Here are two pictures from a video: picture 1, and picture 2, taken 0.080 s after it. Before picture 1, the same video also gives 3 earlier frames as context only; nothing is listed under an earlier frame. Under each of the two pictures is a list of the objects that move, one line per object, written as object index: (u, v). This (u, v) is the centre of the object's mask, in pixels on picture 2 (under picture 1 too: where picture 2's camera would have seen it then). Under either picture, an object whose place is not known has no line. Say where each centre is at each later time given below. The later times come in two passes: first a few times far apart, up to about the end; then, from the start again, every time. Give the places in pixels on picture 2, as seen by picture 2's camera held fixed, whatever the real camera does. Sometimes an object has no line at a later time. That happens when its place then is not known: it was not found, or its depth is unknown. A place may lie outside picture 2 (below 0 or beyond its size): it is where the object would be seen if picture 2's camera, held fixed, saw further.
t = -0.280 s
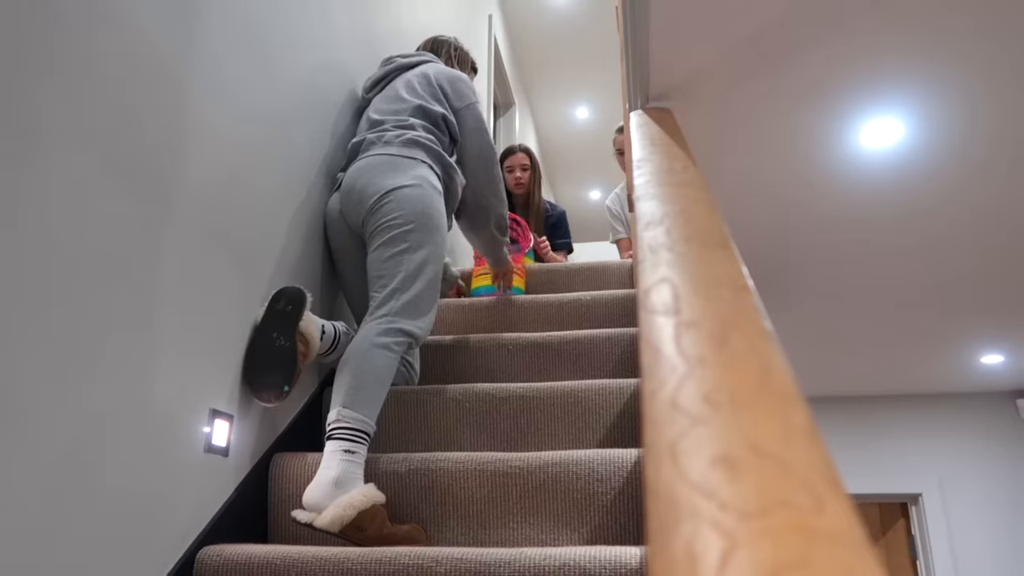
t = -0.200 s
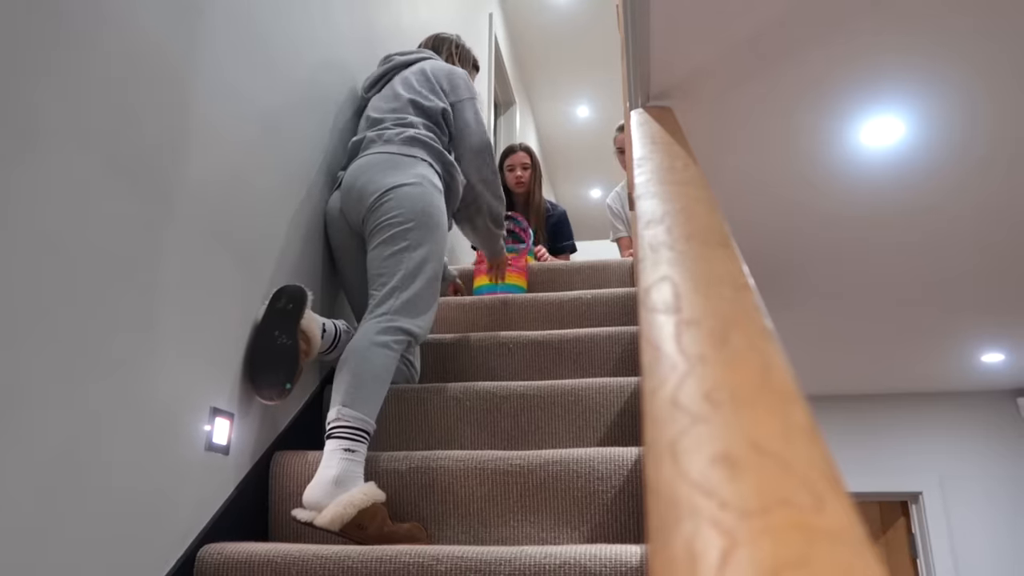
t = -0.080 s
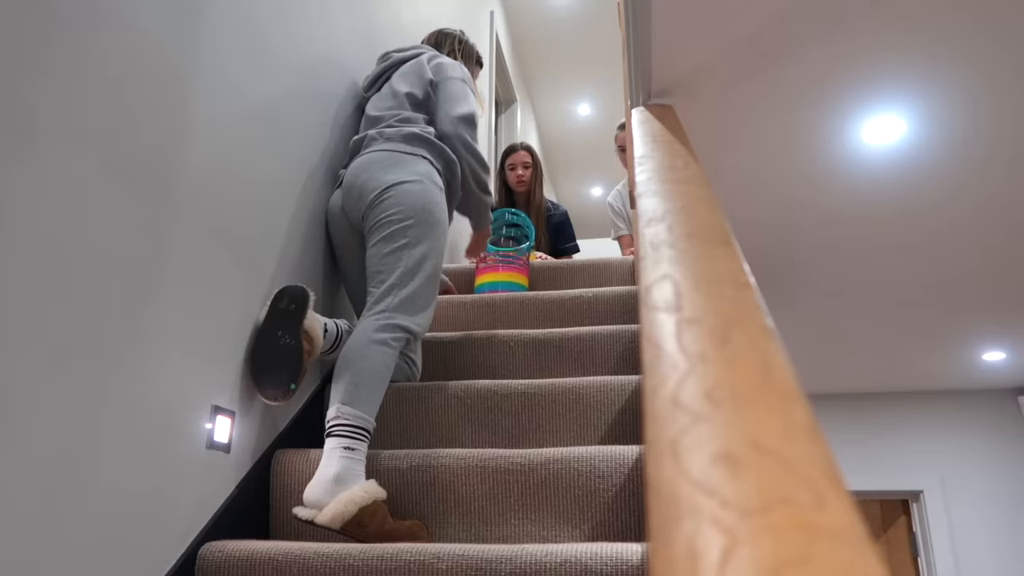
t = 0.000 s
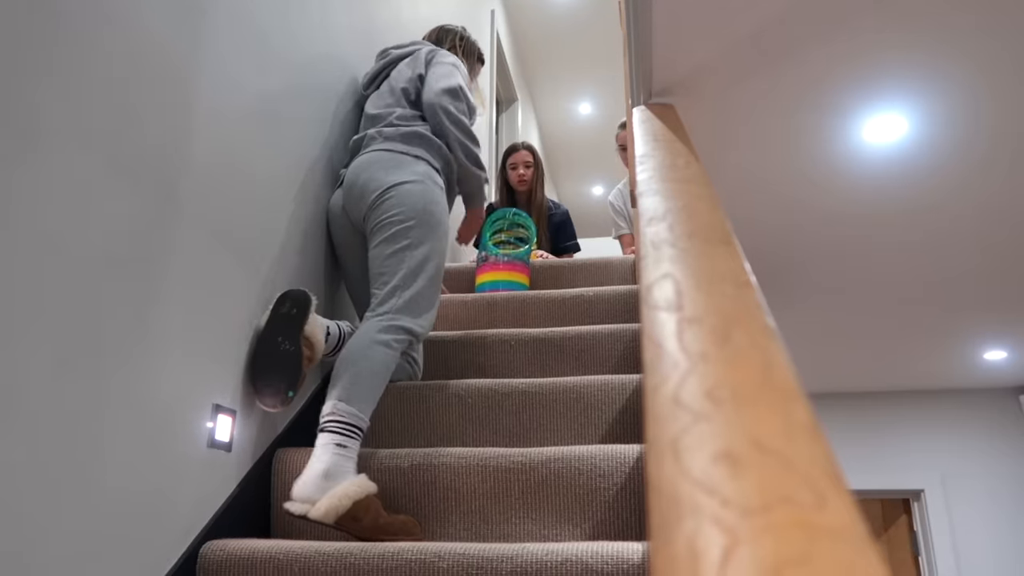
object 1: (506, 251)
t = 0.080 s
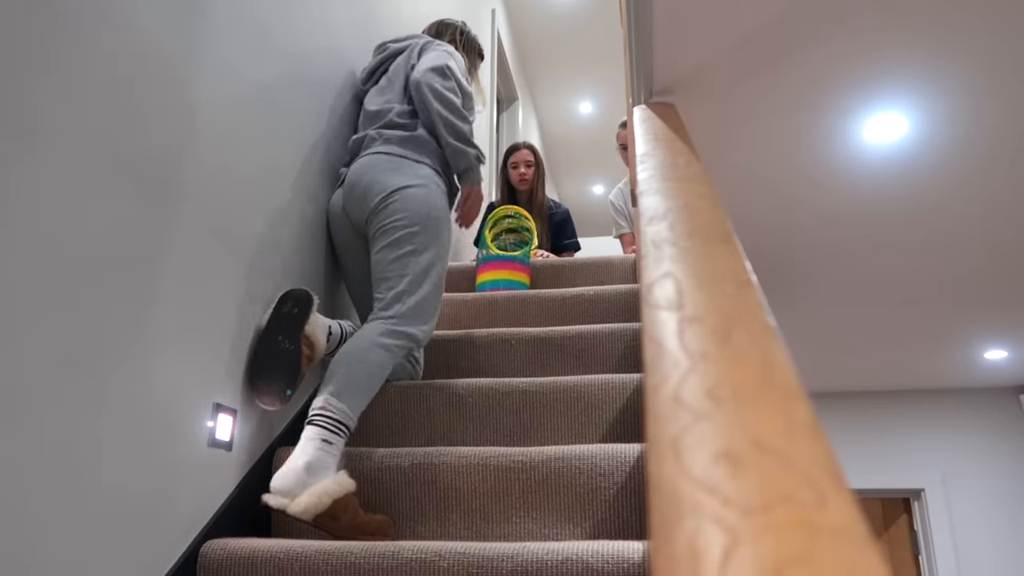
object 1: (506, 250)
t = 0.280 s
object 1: (503, 249)
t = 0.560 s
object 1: (497, 262)
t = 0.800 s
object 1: (496, 278)
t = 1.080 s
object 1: (492, 284)
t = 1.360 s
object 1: (491, 284)
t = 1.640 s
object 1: (477, 278)
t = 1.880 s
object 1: (465, 297)
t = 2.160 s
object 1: (460, 314)
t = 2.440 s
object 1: (457, 319)
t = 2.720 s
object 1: (438, 324)
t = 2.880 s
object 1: (419, 348)
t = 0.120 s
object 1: (506, 251)
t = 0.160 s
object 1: (505, 251)
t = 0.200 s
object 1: (505, 252)
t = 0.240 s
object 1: (505, 250)
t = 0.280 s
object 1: (503, 249)
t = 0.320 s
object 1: (502, 247)
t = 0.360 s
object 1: (498, 248)
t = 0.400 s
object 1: (499, 250)
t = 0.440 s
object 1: (498, 250)
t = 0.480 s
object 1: (498, 251)
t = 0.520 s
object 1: (497, 257)
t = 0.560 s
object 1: (497, 262)
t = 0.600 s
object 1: (496, 269)
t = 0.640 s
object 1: (495, 276)
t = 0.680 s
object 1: (495, 277)
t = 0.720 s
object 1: (496, 277)
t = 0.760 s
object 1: (496, 277)
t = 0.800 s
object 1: (496, 278)
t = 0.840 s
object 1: (495, 279)
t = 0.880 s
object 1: (495, 279)
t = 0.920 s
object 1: (494, 280)
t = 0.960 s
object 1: (493, 282)
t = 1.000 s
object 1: (492, 284)
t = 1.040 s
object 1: (492, 284)
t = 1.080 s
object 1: (492, 284)
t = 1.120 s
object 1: (492, 284)
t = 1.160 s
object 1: (493, 284)
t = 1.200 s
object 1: (492, 284)
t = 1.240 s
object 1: (492, 284)
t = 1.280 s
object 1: (492, 284)
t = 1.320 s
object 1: (491, 284)
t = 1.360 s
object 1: (491, 284)
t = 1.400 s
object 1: (492, 284)
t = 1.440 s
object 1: (492, 283)
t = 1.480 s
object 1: (491, 280)
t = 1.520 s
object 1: (490, 279)
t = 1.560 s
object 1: (481, 274)
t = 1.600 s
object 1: (479, 278)
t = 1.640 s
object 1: (477, 278)
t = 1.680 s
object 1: (474, 279)
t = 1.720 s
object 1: (473, 279)
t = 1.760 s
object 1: (472, 279)
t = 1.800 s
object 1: (470, 281)
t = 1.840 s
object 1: (468, 286)
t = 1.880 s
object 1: (465, 297)
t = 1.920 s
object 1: (463, 307)
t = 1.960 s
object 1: (463, 309)
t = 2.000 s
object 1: (463, 310)
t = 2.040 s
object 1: (462, 311)
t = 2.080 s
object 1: (462, 311)
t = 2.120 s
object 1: (461, 312)
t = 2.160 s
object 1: (460, 314)
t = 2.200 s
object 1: (460, 316)
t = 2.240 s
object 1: (458, 318)
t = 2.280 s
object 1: (458, 319)
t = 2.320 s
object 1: (457, 318)
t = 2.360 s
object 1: (457, 317)
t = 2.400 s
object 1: (457, 317)
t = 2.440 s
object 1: (457, 319)
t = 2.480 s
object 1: (457, 319)
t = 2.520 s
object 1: (455, 319)
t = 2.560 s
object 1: (454, 320)
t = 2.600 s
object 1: (454, 319)
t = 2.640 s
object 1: (452, 319)
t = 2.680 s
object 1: (445, 317)
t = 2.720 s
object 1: (438, 324)
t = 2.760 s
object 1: (434, 323)
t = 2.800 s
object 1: (431, 329)
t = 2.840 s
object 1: (425, 334)
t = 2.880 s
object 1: (419, 348)
